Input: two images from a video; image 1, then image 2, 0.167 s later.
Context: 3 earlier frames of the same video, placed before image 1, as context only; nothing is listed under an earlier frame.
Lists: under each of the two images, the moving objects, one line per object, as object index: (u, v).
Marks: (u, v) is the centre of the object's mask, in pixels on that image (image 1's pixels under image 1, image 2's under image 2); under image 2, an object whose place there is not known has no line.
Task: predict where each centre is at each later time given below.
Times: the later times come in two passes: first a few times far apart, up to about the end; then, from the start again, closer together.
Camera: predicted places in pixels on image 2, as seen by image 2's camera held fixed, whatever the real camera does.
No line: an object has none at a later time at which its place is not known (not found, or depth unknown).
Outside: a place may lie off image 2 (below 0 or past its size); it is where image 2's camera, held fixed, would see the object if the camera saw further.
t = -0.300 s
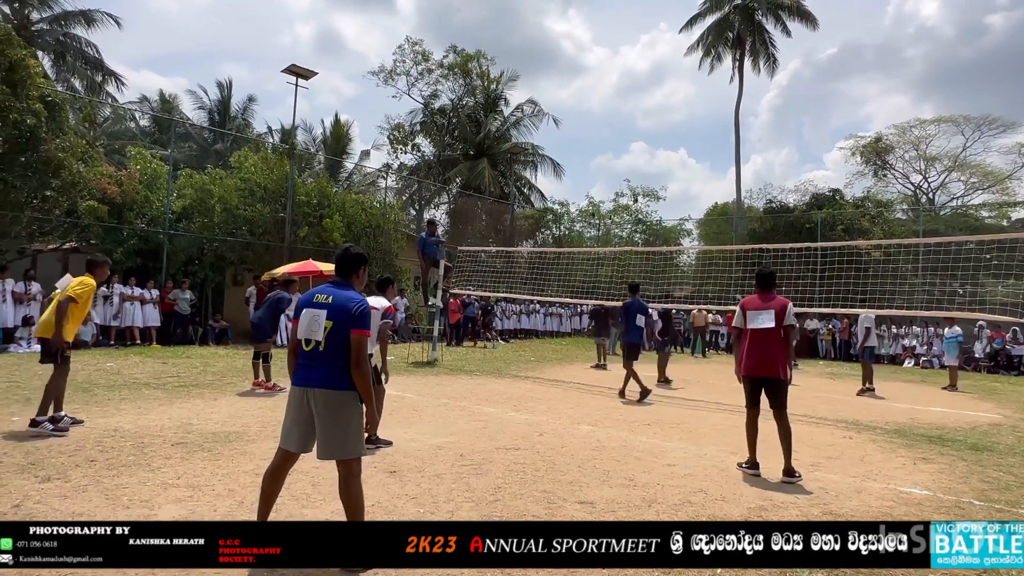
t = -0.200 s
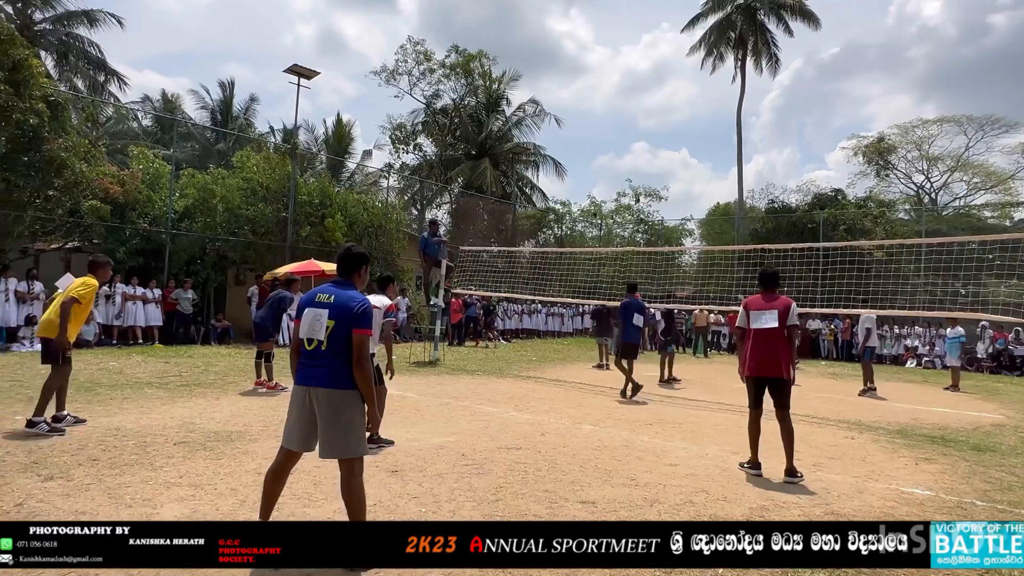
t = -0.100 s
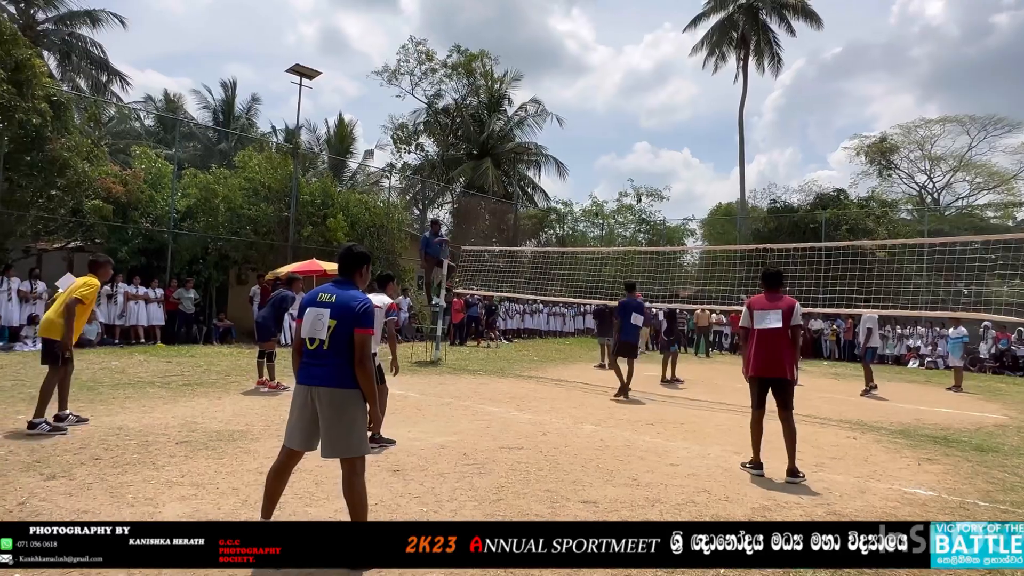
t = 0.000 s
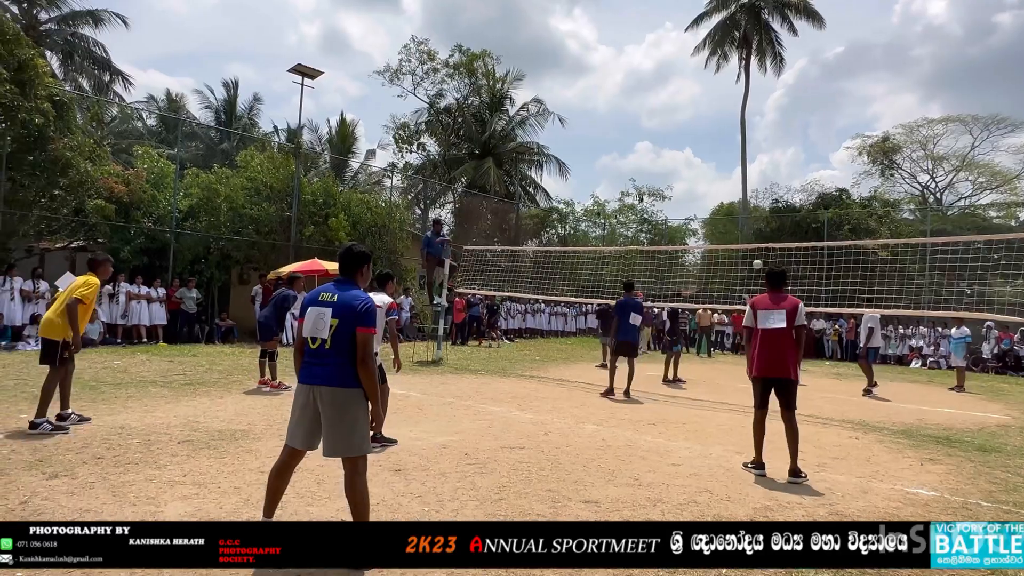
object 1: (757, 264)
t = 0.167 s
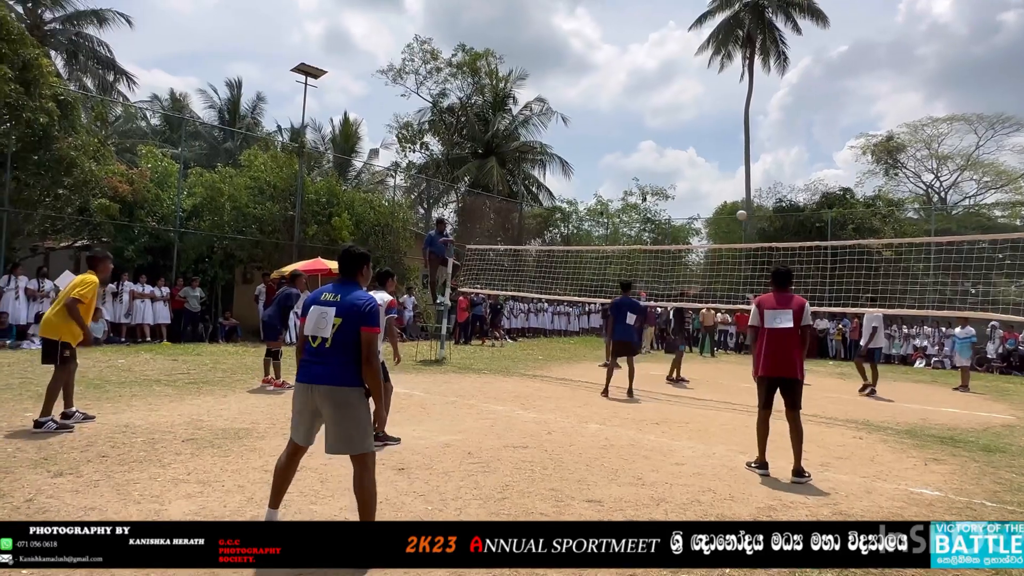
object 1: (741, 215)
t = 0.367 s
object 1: (711, 162)
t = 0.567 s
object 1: (673, 118)
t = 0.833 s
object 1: (600, 78)
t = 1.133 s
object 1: (469, 89)
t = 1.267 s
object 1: (373, 132)
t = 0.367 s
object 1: (711, 162)
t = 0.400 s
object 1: (706, 154)
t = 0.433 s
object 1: (700, 146)
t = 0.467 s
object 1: (694, 139)
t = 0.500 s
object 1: (687, 132)
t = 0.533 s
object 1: (680, 125)
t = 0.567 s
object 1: (673, 118)
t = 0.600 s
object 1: (665, 112)
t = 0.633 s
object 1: (657, 106)
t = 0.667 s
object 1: (649, 100)
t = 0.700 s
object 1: (640, 95)
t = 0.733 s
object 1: (631, 90)
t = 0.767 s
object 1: (621, 85)
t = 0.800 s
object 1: (611, 82)
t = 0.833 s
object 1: (600, 78)
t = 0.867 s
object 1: (589, 75)
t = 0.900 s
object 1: (577, 74)
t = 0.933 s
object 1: (565, 73)
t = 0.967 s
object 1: (552, 73)
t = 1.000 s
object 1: (538, 74)
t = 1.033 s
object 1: (522, 76)
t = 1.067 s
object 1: (506, 79)
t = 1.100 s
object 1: (488, 82)
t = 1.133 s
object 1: (469, 89)
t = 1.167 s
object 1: (448, 98)
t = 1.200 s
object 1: (425, 107)
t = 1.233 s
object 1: (400, 119)
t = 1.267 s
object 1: (373, 132)
